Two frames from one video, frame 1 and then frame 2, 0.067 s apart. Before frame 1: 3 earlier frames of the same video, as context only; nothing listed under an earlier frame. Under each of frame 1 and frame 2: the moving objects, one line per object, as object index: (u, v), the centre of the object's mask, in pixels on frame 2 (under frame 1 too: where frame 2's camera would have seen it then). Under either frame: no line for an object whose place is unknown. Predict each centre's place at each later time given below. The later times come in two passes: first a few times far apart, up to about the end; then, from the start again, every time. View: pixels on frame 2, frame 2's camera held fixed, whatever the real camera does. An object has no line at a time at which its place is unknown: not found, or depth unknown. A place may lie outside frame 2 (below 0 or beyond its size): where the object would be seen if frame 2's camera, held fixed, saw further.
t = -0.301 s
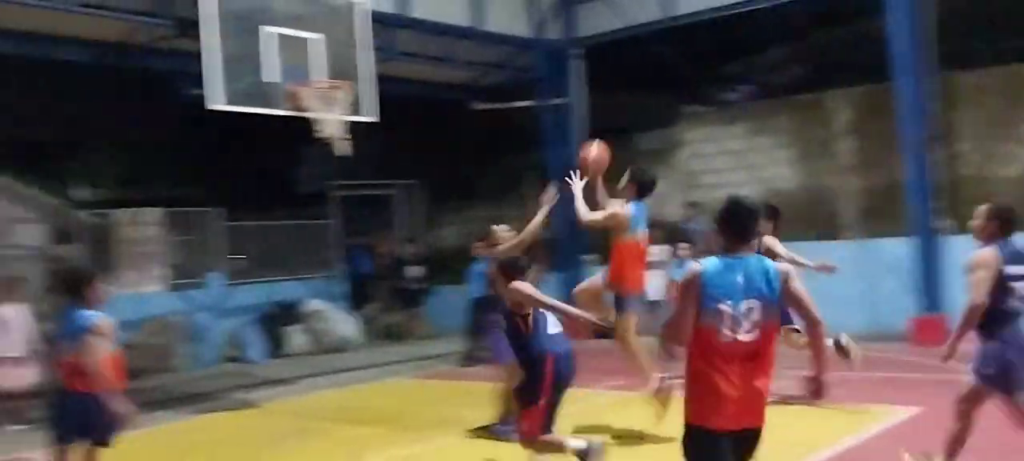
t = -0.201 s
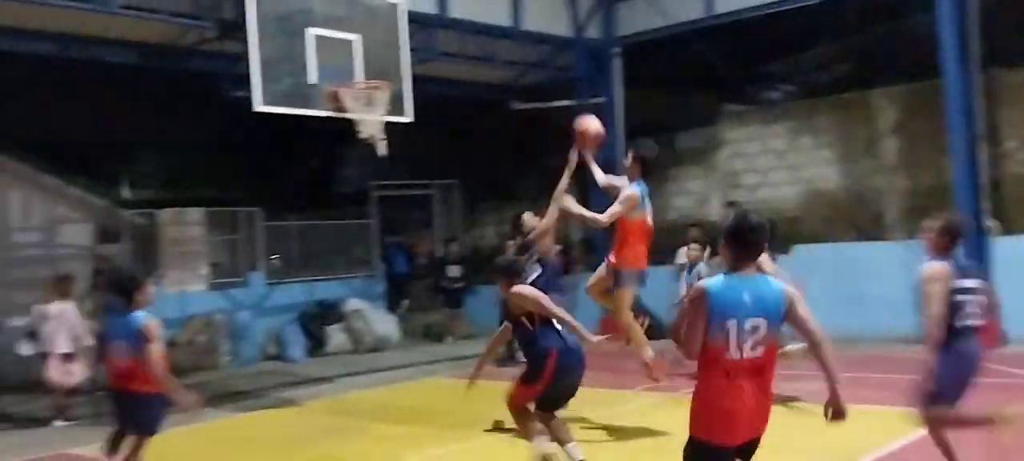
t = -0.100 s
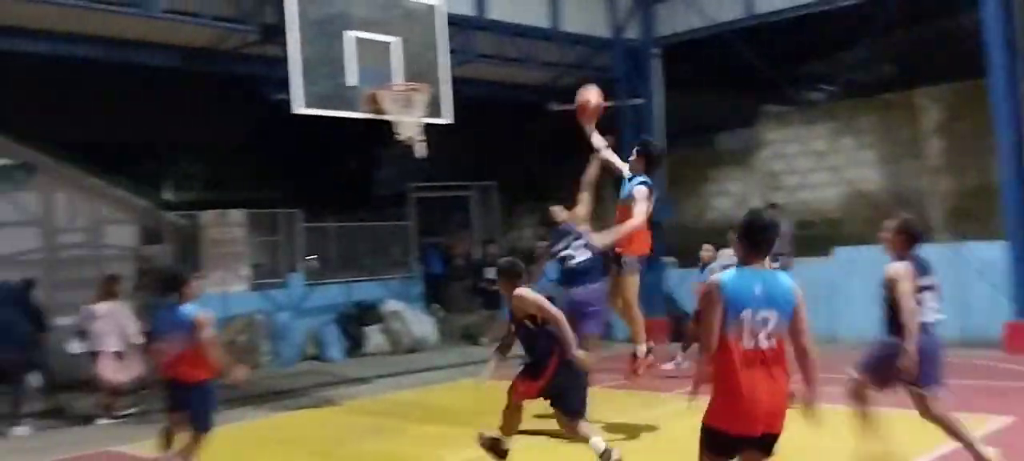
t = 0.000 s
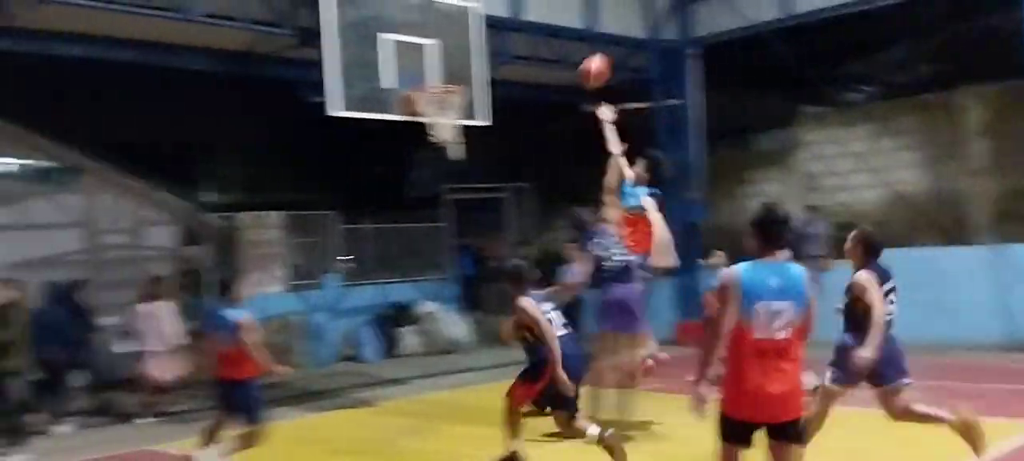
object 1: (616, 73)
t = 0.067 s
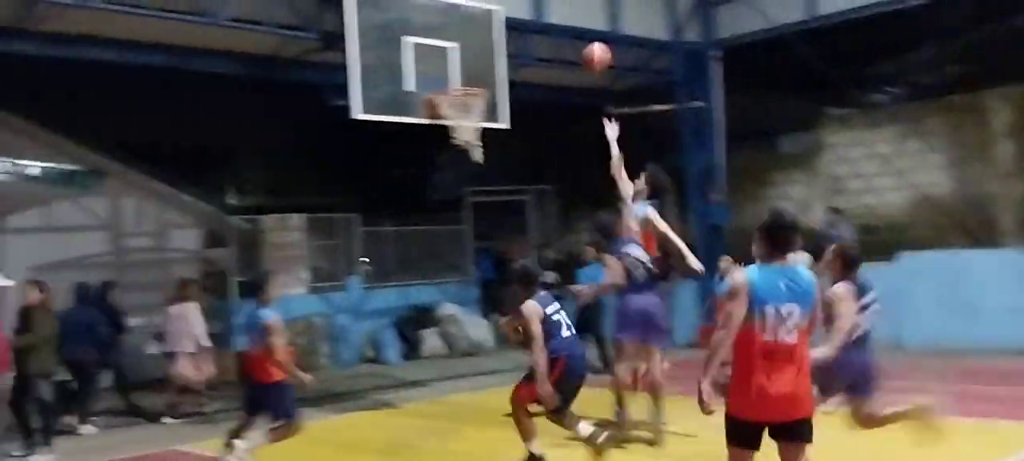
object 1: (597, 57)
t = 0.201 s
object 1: (562, 42)
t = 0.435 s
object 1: (502, 63)
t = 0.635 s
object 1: (498, 75)
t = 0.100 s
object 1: (587, 52)
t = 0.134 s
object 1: (578, 47)
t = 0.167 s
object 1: (570, 44)
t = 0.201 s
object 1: (562, 42)
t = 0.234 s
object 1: (552, 41)
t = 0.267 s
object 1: (543, 41)
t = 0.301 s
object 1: (534, 44)
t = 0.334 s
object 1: (526, 45)
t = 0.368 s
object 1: (517, 51)
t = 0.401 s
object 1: (510, 58)
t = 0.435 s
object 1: (502, 63)
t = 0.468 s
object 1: (492, 69)
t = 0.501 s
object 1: (487, 79)
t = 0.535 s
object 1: (489, 79)
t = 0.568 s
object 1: (490, 76)
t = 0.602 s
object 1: (493, 75)
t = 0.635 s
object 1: (498, 75)
